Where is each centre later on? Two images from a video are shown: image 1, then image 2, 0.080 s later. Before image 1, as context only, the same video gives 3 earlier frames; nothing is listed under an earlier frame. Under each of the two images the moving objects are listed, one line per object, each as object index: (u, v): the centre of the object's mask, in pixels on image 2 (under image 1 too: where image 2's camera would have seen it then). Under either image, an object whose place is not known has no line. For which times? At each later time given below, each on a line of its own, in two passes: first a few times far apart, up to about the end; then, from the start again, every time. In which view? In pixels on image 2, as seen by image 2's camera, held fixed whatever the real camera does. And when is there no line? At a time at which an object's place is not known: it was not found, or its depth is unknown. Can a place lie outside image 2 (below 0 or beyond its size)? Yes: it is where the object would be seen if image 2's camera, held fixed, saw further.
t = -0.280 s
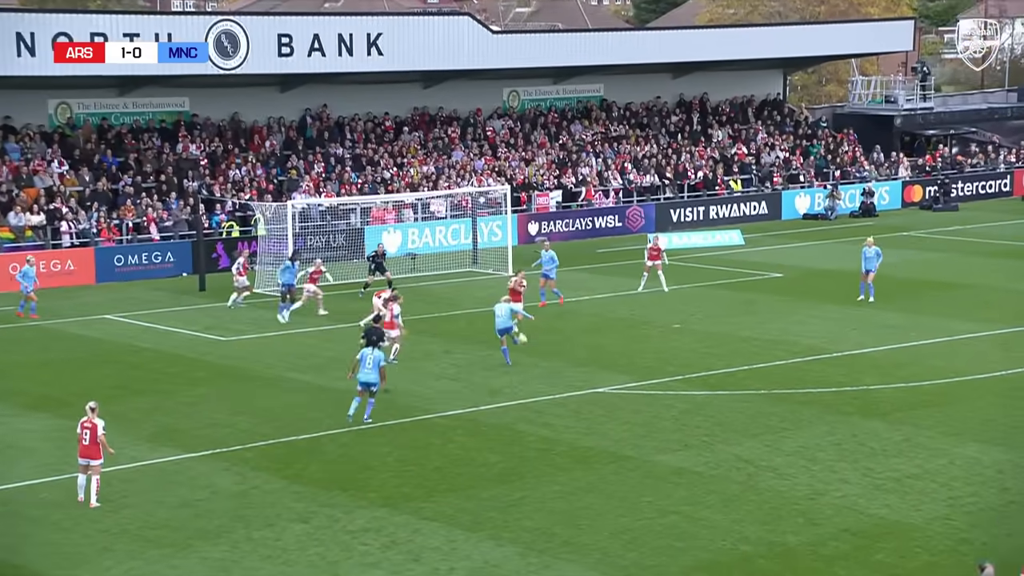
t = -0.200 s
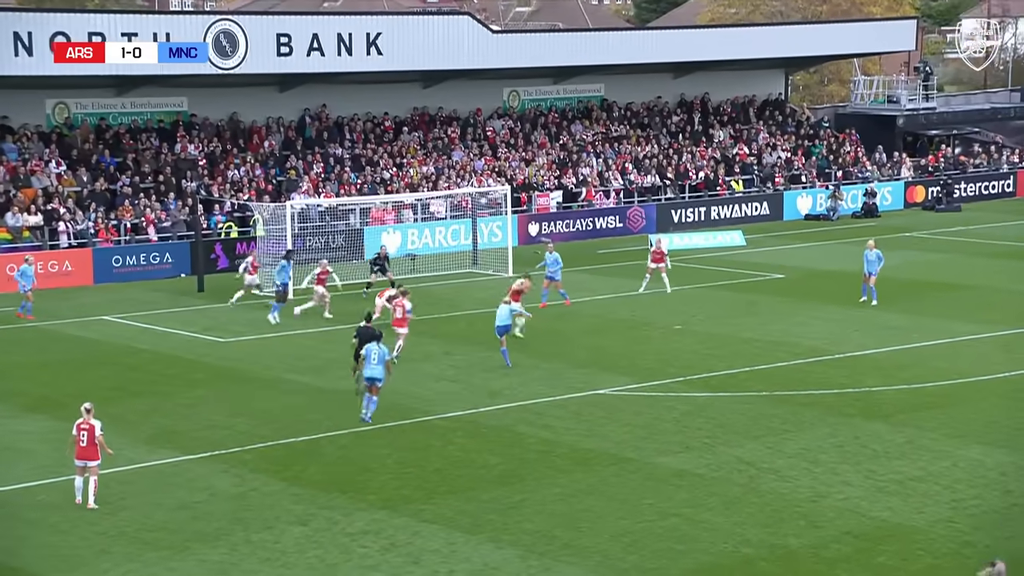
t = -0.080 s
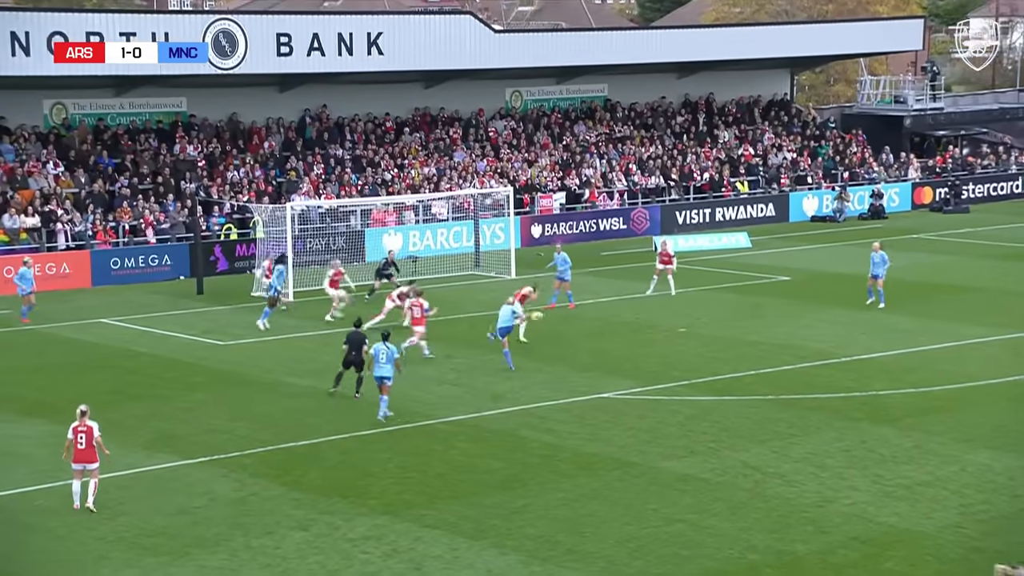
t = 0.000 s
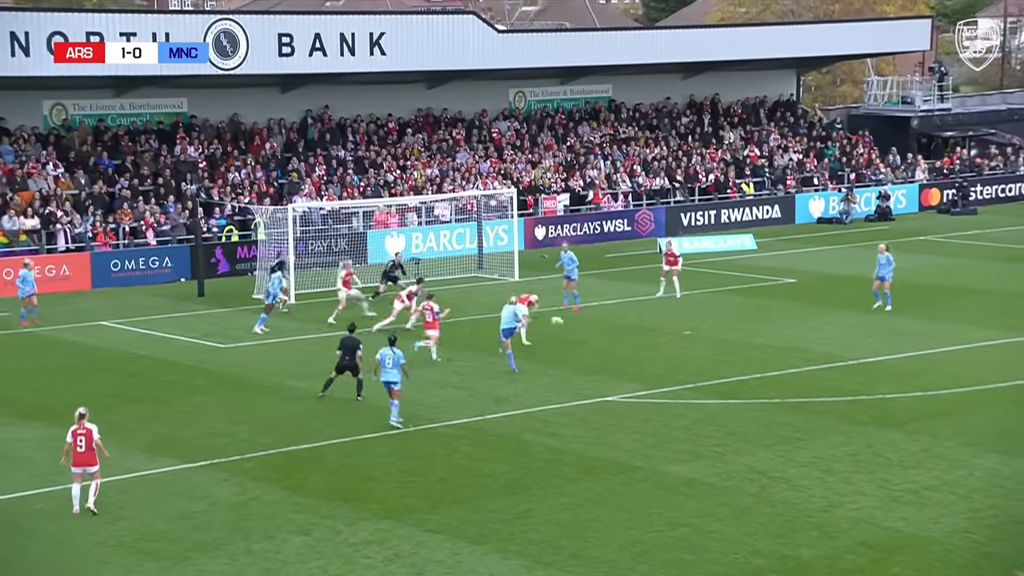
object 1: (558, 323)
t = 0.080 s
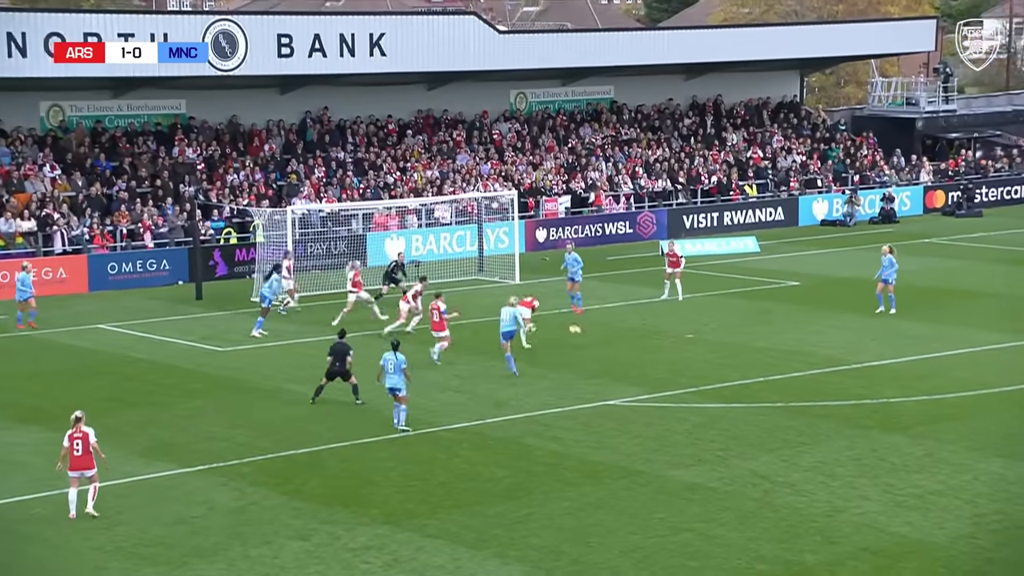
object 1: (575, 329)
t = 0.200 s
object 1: (599, 342)
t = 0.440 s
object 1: (636, 349)
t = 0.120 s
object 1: (582, 333)
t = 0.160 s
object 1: (591, 337)
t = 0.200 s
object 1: (599, 342)
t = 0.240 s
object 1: (607, 348)
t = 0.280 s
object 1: (614, 355)
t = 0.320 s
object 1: (620, 354)
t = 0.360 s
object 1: (625, 352)
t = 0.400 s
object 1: (631, 350)
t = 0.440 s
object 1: (636, 349)
